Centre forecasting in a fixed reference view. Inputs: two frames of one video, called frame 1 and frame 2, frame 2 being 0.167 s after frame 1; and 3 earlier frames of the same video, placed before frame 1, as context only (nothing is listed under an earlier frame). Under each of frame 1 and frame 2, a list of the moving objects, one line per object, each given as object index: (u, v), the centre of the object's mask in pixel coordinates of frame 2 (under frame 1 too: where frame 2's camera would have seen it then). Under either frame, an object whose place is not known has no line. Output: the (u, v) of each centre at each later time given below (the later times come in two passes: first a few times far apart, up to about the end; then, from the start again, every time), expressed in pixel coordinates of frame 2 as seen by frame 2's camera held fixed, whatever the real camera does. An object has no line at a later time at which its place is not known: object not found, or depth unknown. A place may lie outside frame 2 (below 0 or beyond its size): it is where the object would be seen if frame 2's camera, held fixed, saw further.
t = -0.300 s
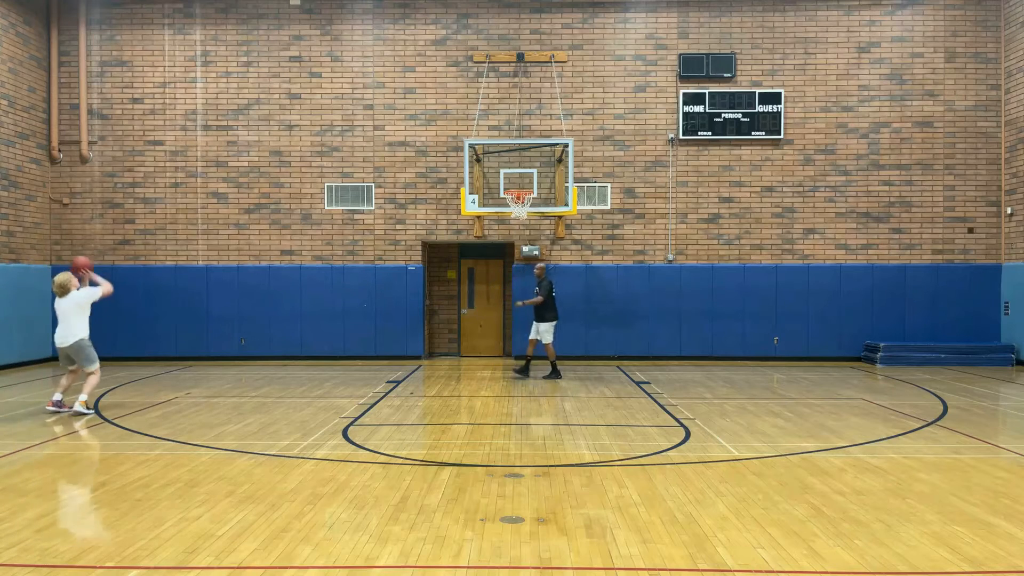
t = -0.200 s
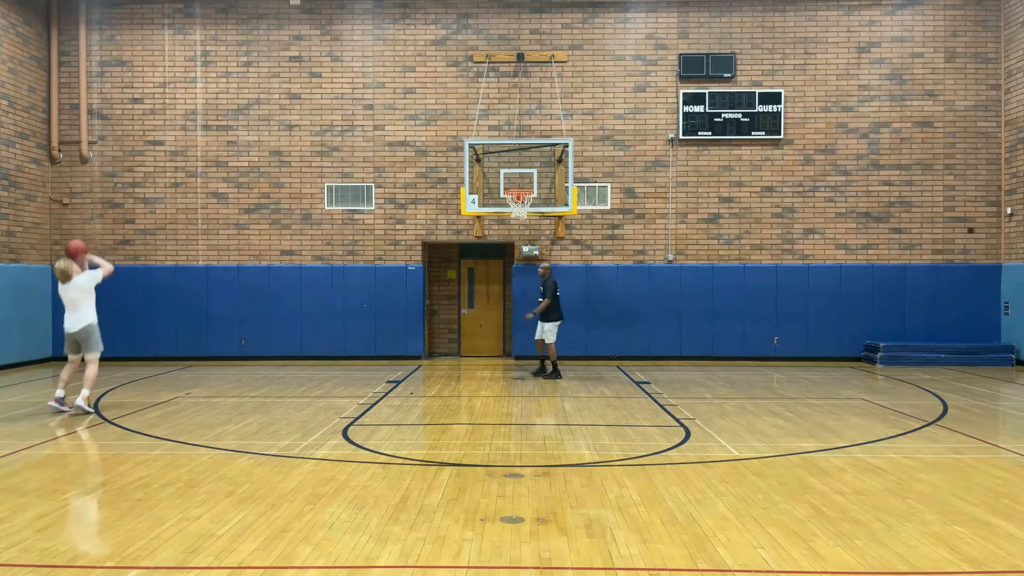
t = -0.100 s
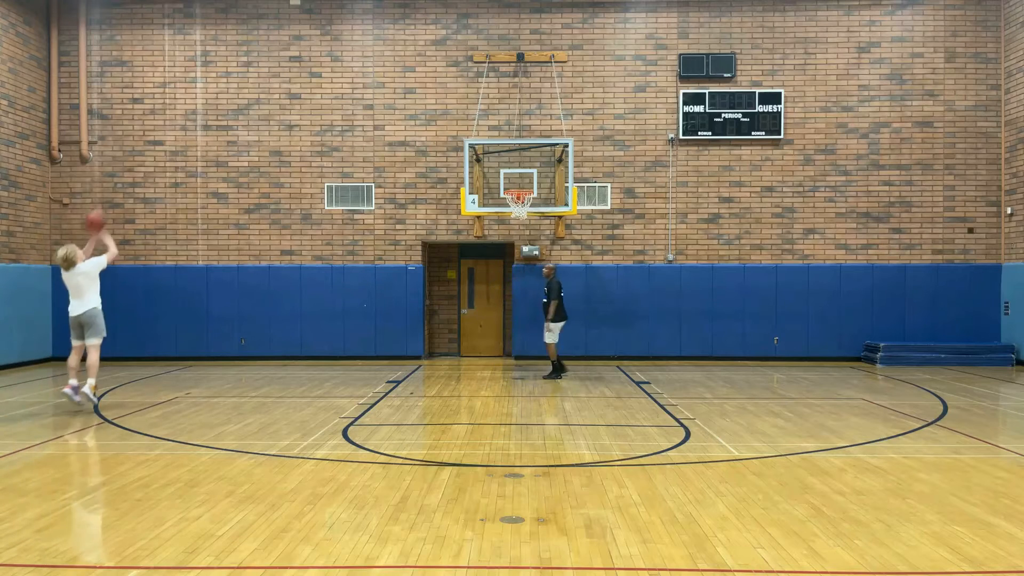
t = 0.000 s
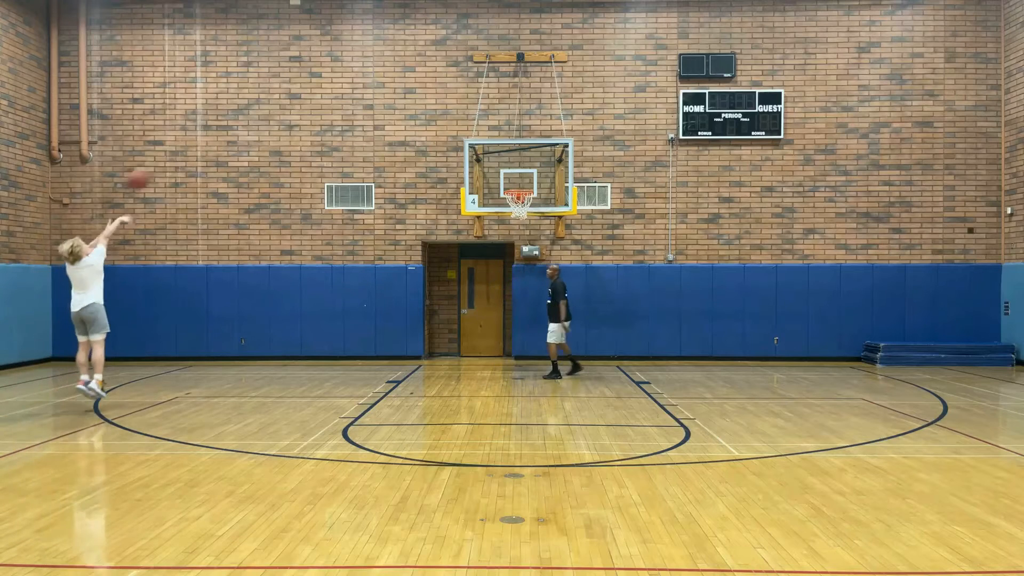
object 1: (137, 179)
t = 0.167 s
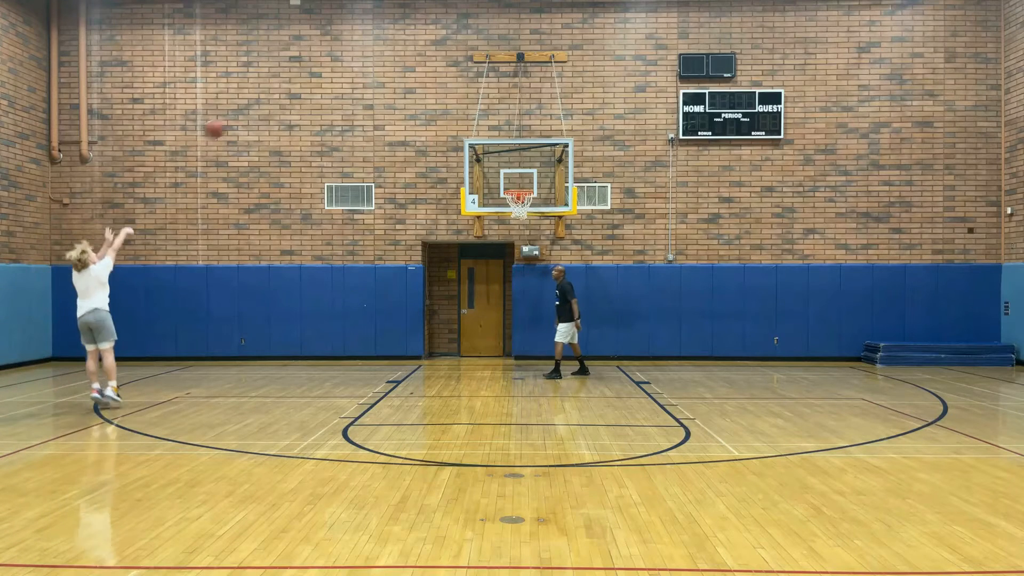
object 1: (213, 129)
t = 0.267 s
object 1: (256, 110)
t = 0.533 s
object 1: (357, 98)
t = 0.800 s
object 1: (443, 131)
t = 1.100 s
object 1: (517, 172)
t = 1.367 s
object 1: (552, 152)
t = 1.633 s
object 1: (576, 168)
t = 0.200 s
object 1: (229, 121)
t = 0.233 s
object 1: (243, 115)
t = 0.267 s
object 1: (256, 110)
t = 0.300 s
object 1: (270, 106)
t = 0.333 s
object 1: (283, 102)
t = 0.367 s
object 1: (296, 100)
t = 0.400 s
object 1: (309, 98)
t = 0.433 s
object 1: (322, 97)
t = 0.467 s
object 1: (333, 96)
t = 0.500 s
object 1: (344, 97)
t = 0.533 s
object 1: (357, 98)
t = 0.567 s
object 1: (368, 100)
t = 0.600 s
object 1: (381, 103)
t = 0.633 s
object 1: (391, 106)
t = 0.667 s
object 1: (401, 110)
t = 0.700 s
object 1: (412, 115)
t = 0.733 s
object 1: (423, 119)
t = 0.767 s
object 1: (434, 125)
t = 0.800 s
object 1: (443, 131)
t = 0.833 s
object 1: (453, 139)
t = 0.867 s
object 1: (462, 145)
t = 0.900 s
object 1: (473, 154)
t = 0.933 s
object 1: (482, 162)
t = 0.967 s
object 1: (491, 170)
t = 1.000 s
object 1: (501, 180)
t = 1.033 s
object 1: (508, 182)
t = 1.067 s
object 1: (512, 178)
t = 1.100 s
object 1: (517, 172)
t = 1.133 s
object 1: (522, 168)
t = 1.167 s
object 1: (526, 164)
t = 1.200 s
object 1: (531, 160)
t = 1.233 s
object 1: (535, 159)
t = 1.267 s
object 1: (540, 156)
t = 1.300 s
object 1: (544, 155)
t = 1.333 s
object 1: (548, 153)
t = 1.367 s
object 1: (552, 152)
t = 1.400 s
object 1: (555, 152)
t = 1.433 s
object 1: (558, 152)
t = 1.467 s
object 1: (560, 153)
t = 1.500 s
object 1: (562, 154)
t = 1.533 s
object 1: (566, 156)
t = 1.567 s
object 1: (569, 159)
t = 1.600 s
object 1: (573, 163)
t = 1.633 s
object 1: (576, 168)
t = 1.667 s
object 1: (579, 172)
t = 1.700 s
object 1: (582, 176)
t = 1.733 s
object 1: (585, 183)
